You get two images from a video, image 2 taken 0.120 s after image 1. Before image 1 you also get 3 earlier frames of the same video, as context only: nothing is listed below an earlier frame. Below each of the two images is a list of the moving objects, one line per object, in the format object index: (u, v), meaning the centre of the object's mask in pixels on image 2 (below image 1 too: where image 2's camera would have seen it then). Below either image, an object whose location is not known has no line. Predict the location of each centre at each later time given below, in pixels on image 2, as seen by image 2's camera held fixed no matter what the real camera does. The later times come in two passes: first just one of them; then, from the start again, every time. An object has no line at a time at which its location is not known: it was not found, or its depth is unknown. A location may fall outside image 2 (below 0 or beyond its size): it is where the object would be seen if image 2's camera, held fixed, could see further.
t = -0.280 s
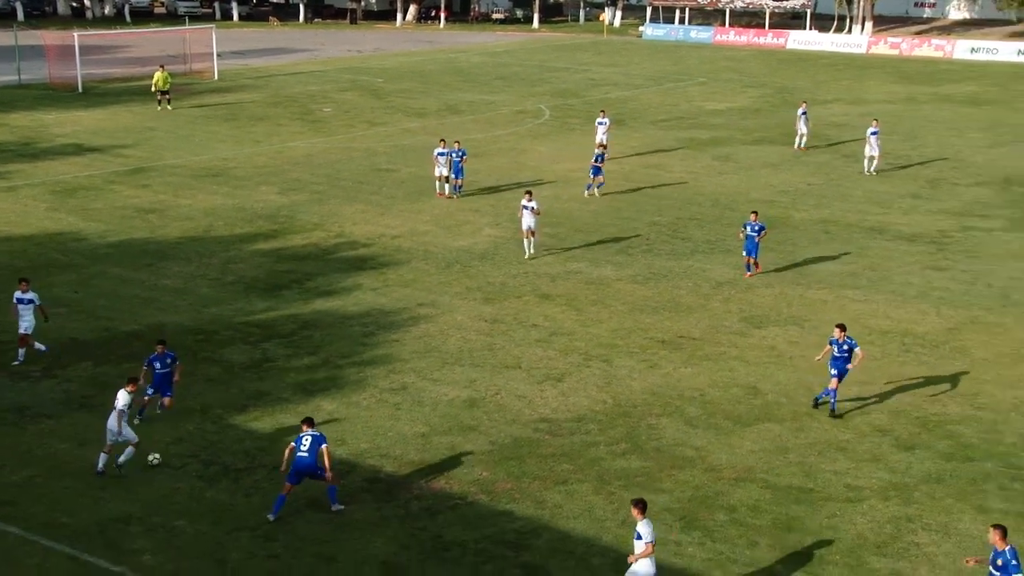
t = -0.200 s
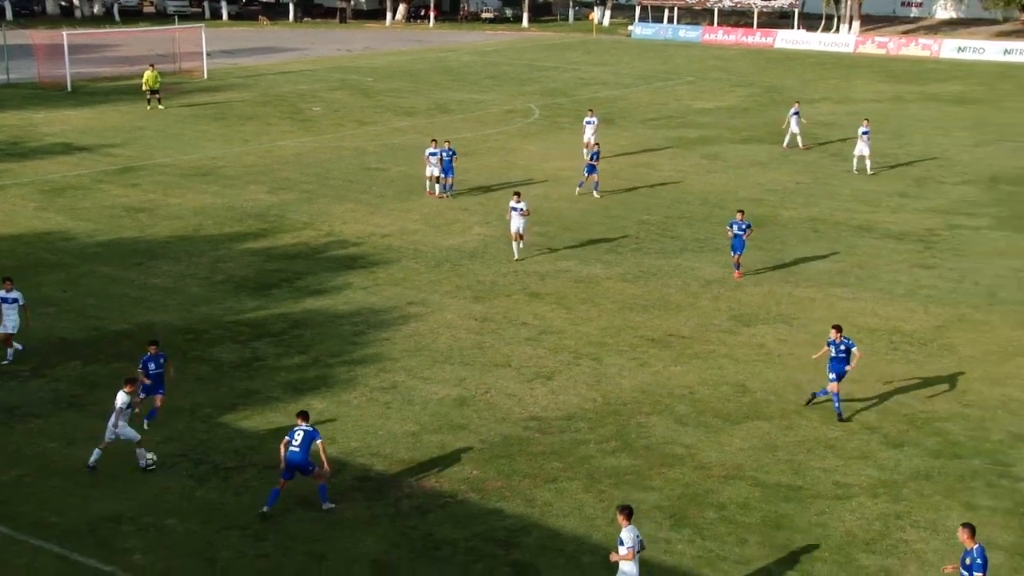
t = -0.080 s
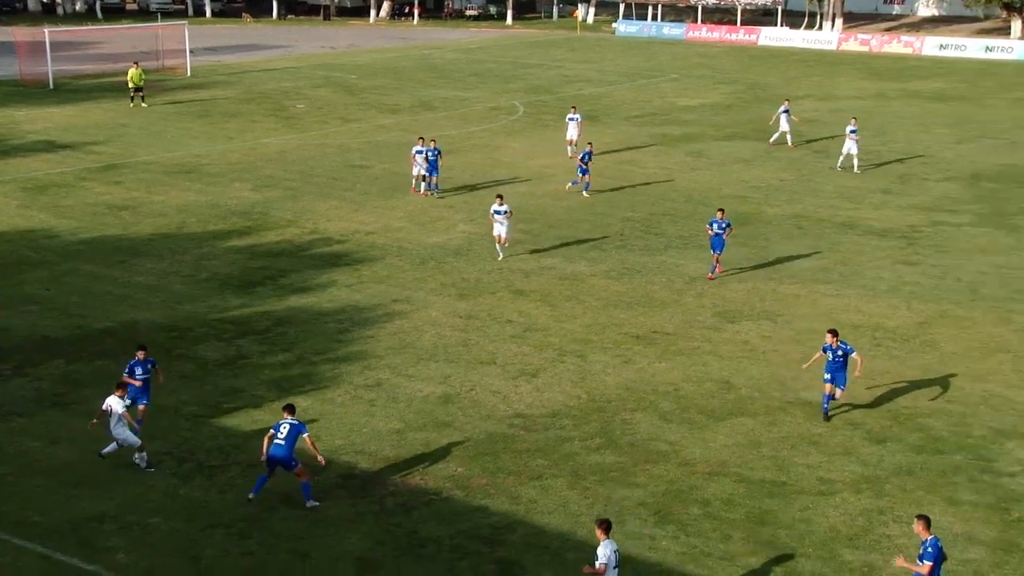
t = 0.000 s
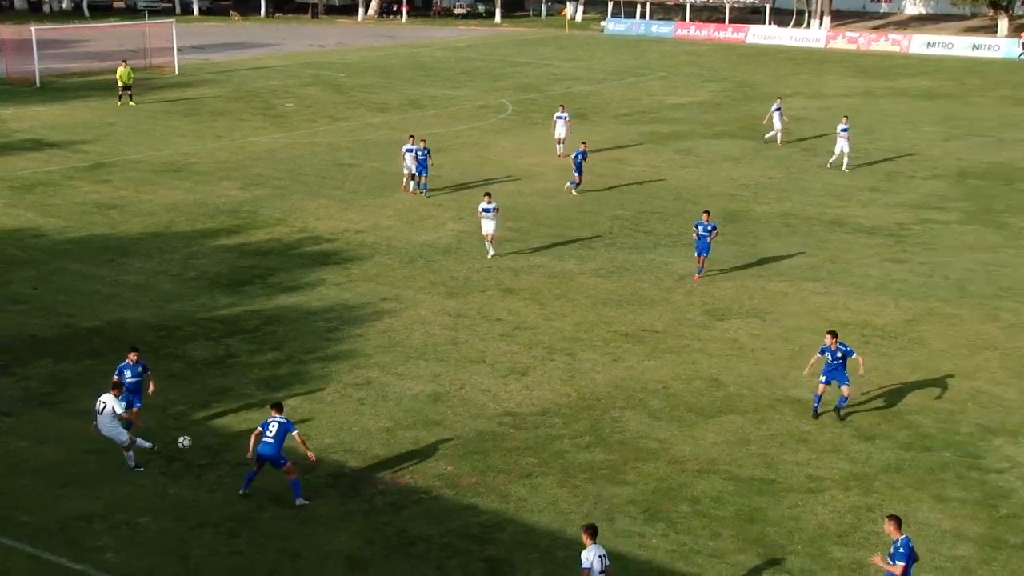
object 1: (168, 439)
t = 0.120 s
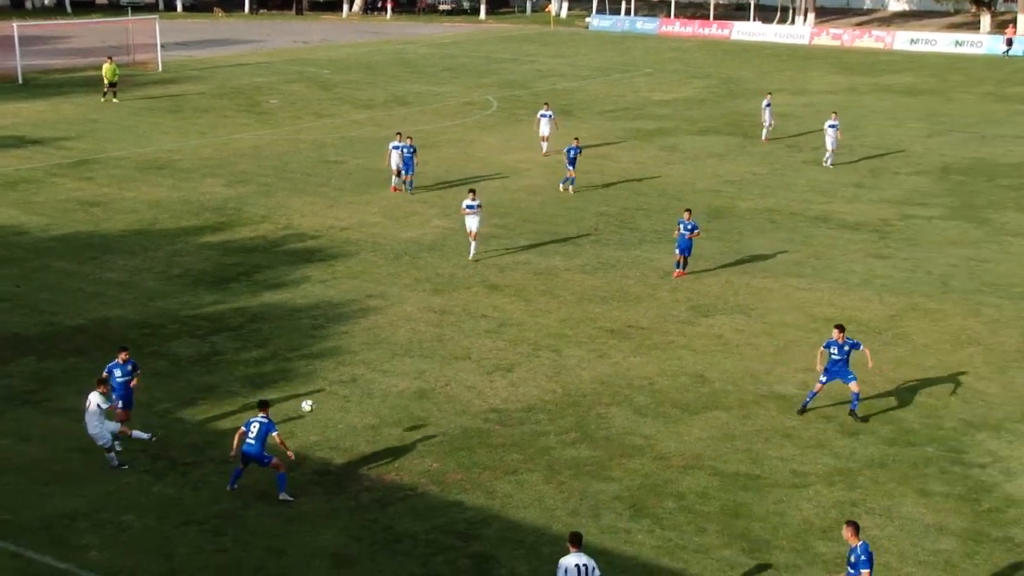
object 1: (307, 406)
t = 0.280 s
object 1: (484, 372)
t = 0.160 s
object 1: (352, 396)
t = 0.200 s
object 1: (396, 387)
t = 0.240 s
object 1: (441, 380)
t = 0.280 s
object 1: (484, 372)
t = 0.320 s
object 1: (527, 367)
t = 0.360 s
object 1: (569, 362)
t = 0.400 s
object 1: (612, 358)
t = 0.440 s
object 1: (653, 354)
